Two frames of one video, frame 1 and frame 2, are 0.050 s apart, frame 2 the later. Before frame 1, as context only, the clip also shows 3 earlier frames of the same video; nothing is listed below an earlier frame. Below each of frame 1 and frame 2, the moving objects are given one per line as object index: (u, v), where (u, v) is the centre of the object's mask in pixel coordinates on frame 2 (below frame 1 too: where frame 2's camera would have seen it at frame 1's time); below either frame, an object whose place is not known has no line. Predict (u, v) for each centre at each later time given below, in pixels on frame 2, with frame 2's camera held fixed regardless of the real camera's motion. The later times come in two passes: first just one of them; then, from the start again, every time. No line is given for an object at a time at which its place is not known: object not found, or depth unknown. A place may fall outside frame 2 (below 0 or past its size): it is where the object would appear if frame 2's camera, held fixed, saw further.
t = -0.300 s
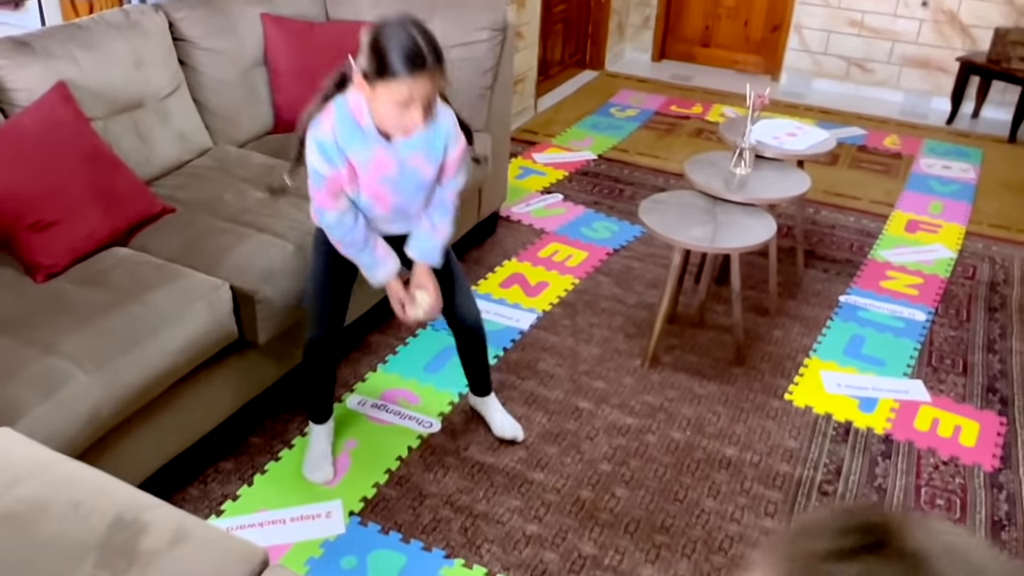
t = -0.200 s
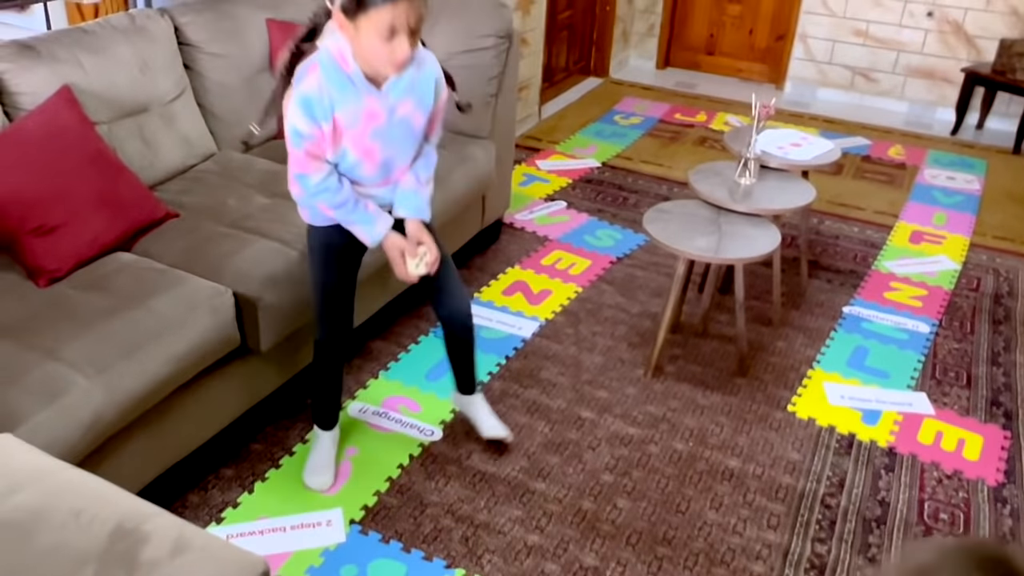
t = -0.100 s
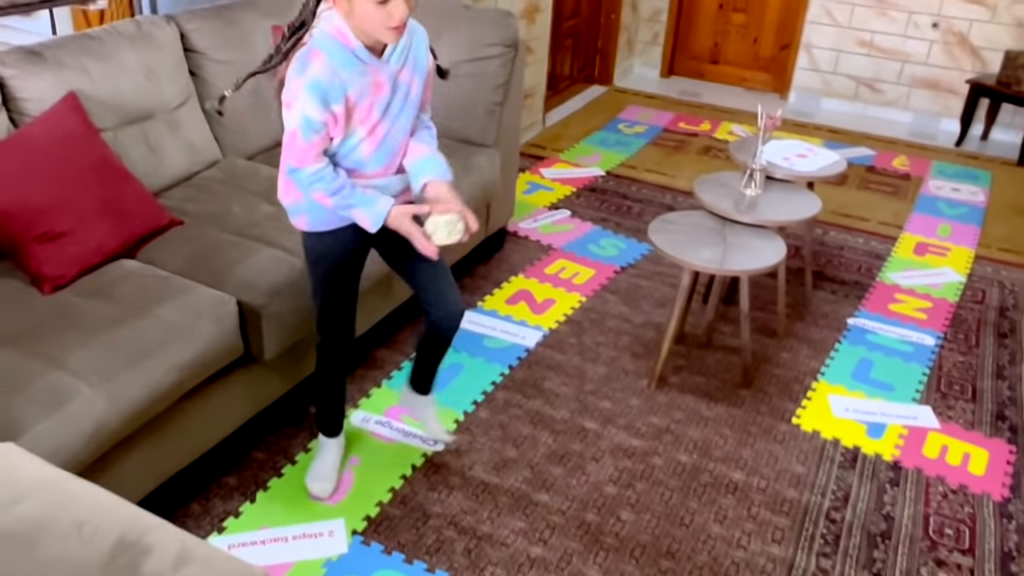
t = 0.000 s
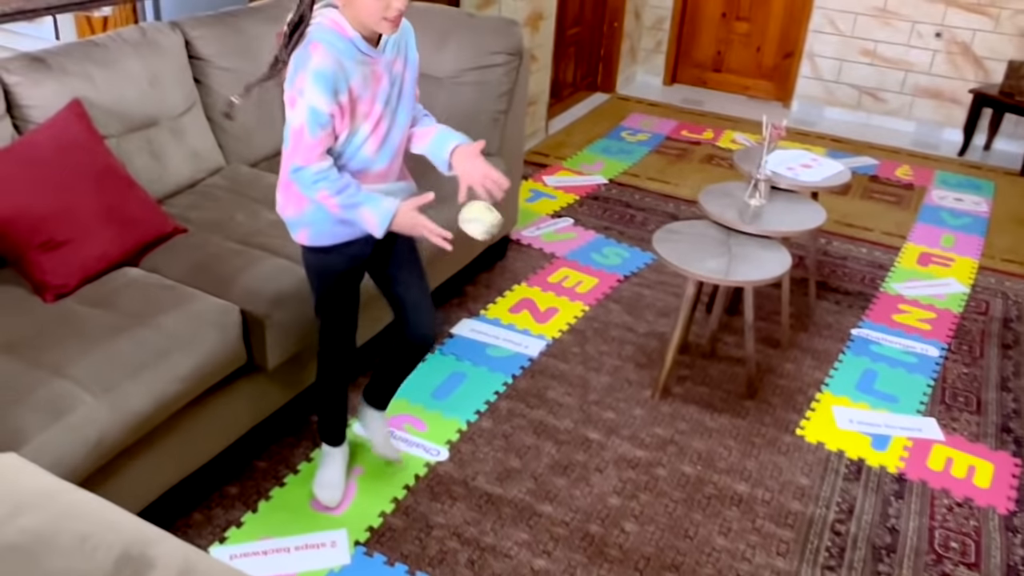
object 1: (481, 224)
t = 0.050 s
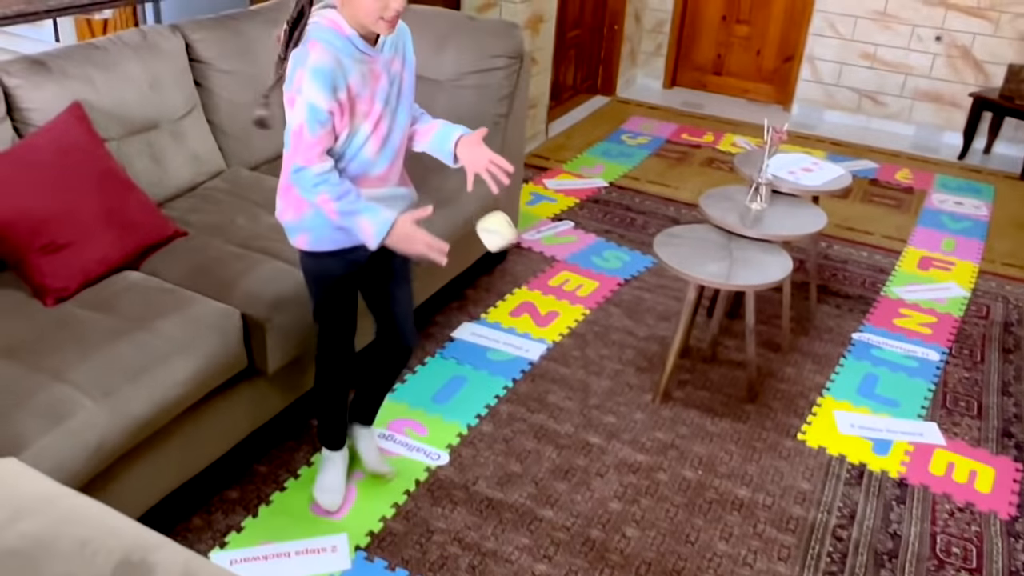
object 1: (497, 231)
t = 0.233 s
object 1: (549, 354)
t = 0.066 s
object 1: (501, 236)
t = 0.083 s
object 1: (506, 243)
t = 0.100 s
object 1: (511, 251)
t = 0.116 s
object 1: (517, 260)
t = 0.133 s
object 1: (522, 269)
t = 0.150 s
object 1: (527, 280)
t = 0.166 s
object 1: (531, 293)
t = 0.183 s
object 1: (536, 307)
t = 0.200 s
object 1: (541, 321)
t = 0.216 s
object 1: (545, 338)
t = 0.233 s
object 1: (549, 354)
